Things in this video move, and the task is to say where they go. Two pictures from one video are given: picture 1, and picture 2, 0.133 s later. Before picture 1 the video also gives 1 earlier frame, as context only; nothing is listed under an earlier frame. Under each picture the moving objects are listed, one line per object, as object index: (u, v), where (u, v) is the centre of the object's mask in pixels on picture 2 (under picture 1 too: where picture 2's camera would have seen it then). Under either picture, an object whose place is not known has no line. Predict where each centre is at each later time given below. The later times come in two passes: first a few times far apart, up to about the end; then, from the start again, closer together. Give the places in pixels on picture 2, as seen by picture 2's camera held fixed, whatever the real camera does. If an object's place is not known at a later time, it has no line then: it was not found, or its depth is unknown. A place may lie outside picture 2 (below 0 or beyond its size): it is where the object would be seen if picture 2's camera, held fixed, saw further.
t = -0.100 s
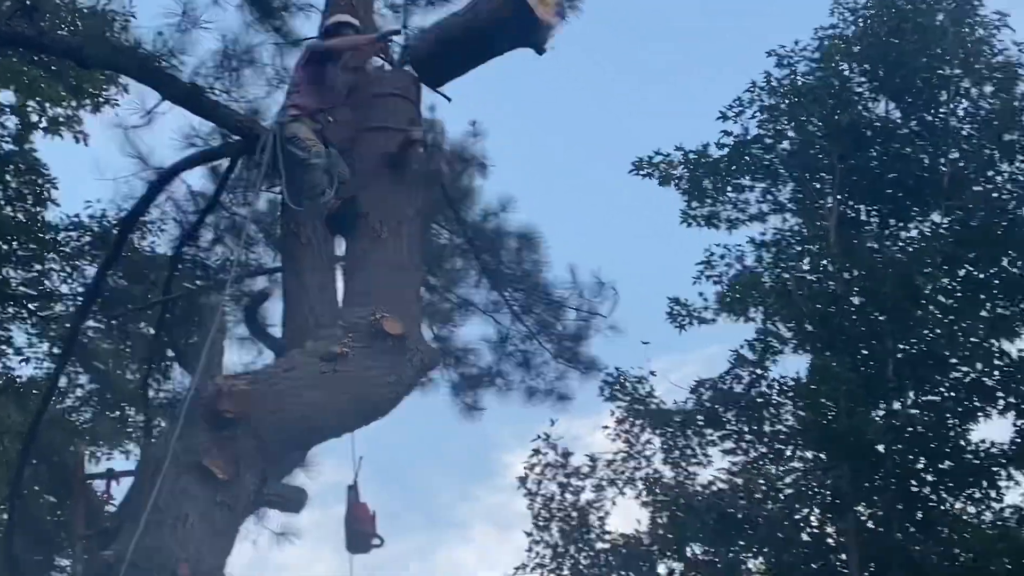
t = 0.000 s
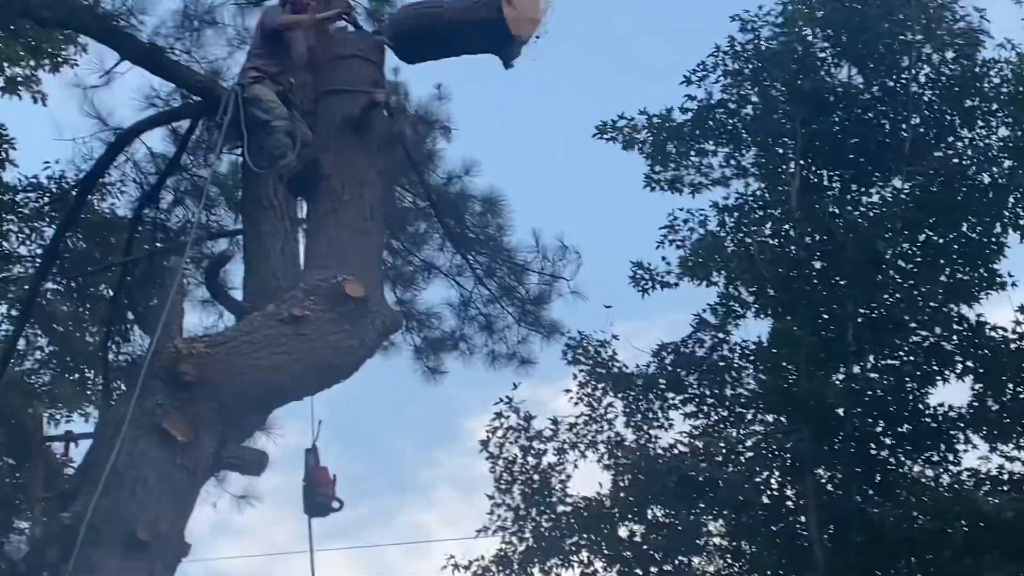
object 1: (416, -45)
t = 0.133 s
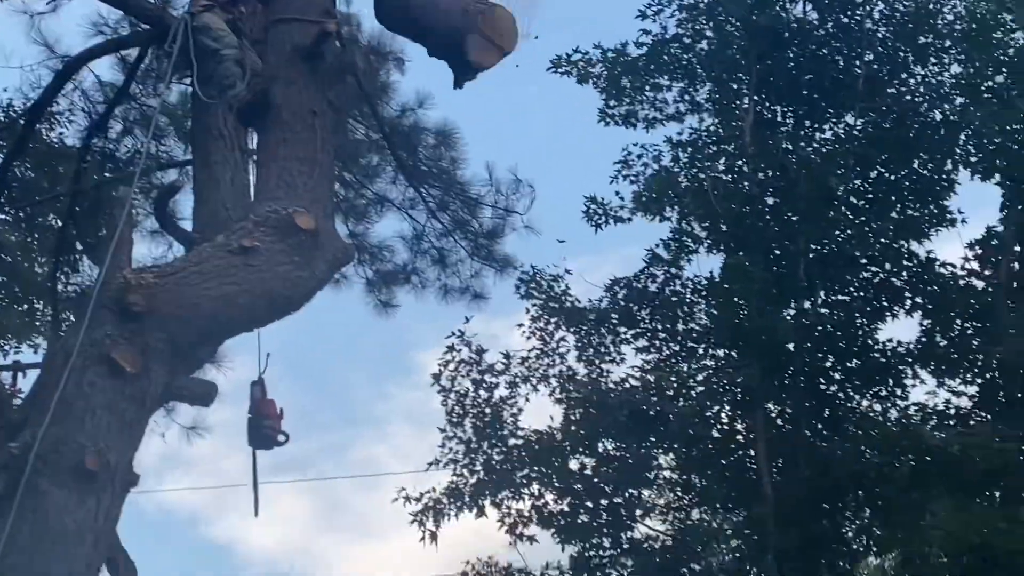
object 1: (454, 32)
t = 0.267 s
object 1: (480, 145)
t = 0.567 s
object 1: (548, 479)
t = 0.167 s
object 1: (463, 58)
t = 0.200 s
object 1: (469, 86)
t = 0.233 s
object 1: (475, 115)
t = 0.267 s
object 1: (480, 145)
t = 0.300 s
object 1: (485, 177)
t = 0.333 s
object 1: (487, 210)
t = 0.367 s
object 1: (490, 245)
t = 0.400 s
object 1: (494, 279)
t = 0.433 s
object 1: (500, 317)
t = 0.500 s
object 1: (519, 397)
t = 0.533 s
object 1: (527, 438)
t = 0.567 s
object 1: (548, 479)
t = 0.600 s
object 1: (555, 531)
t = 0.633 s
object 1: (558, 593)
